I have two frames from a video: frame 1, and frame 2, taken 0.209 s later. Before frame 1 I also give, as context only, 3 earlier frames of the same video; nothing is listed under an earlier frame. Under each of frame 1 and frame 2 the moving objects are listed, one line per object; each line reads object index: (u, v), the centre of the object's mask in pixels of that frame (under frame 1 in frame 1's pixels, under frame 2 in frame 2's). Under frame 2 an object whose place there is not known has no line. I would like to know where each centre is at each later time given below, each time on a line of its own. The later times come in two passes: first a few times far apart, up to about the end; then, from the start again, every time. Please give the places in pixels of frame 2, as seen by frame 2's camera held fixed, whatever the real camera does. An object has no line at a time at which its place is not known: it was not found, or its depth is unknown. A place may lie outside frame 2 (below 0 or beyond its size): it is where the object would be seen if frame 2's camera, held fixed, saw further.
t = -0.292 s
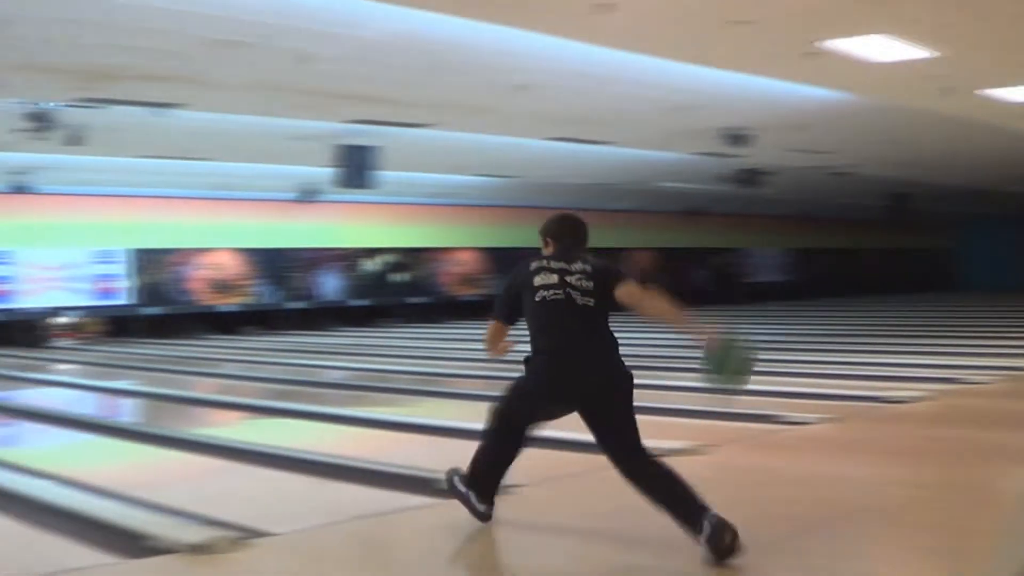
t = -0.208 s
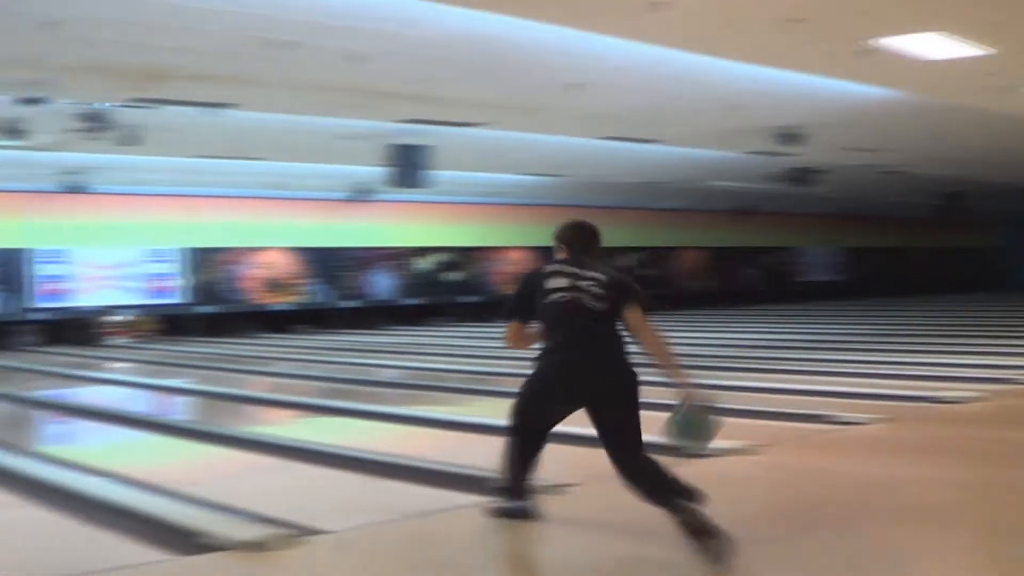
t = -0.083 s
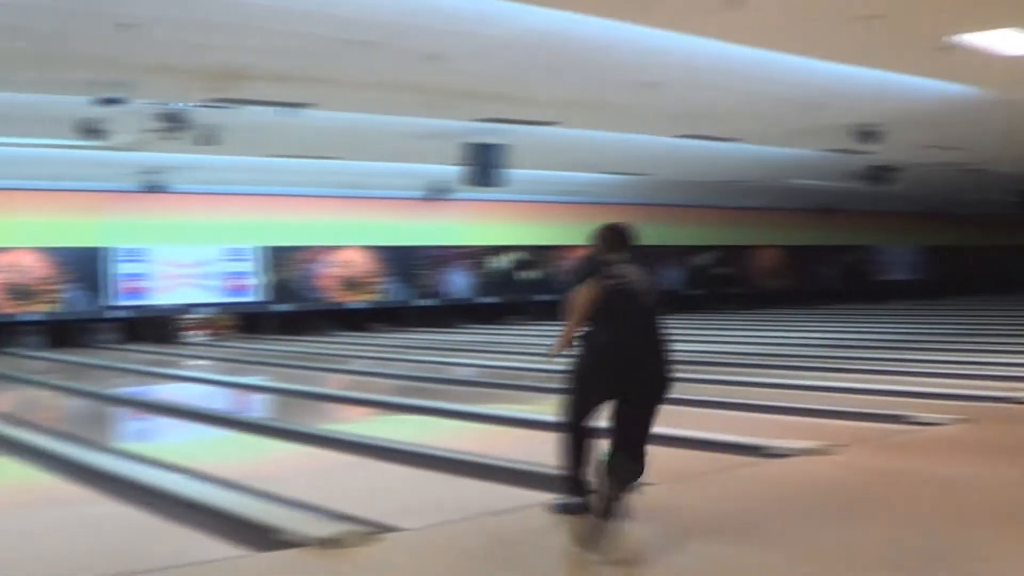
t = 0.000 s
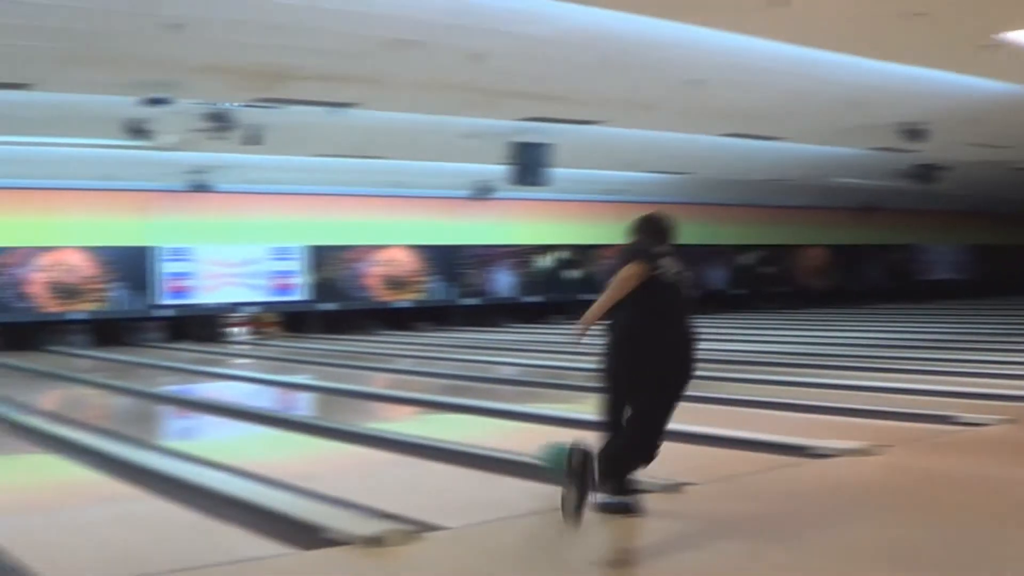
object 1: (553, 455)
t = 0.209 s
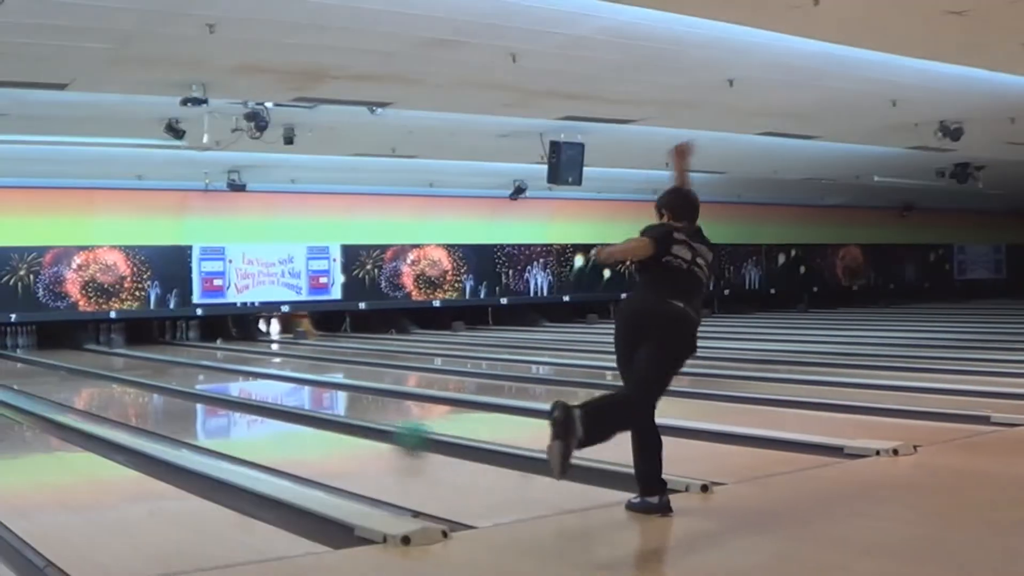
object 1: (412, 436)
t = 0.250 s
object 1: (383, 430)
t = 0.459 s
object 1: (273, 410)
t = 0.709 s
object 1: (174, 393)
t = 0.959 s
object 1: (105, 380)
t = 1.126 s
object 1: (71, 374)
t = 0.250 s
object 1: (383, 430)
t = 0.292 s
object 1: (361, 422)
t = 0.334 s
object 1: (335, 420)
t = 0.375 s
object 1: (311, 416)
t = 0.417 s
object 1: (291, 411)
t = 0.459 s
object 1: (273, 410)
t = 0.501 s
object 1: (254, 406)
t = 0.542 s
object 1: (234, 403)
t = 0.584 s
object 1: (220, 399)
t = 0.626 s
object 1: (203, 398)
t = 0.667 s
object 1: (190, 394)
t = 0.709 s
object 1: (174, 393)
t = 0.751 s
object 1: (162, 390)
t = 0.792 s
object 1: (149, 388)
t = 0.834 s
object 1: (138, 385)
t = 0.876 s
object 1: (127, 383)
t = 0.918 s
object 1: (115, 382)
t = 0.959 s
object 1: (105, 380)
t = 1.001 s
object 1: (96, 378)
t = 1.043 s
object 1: (86, 376)
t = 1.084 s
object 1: (79, 376)
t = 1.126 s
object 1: (71, 374)
